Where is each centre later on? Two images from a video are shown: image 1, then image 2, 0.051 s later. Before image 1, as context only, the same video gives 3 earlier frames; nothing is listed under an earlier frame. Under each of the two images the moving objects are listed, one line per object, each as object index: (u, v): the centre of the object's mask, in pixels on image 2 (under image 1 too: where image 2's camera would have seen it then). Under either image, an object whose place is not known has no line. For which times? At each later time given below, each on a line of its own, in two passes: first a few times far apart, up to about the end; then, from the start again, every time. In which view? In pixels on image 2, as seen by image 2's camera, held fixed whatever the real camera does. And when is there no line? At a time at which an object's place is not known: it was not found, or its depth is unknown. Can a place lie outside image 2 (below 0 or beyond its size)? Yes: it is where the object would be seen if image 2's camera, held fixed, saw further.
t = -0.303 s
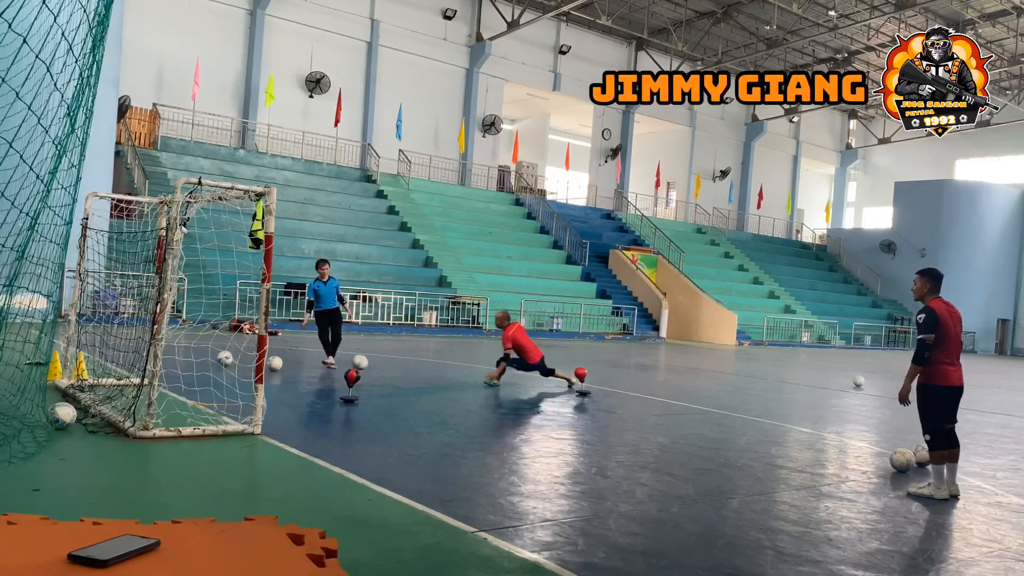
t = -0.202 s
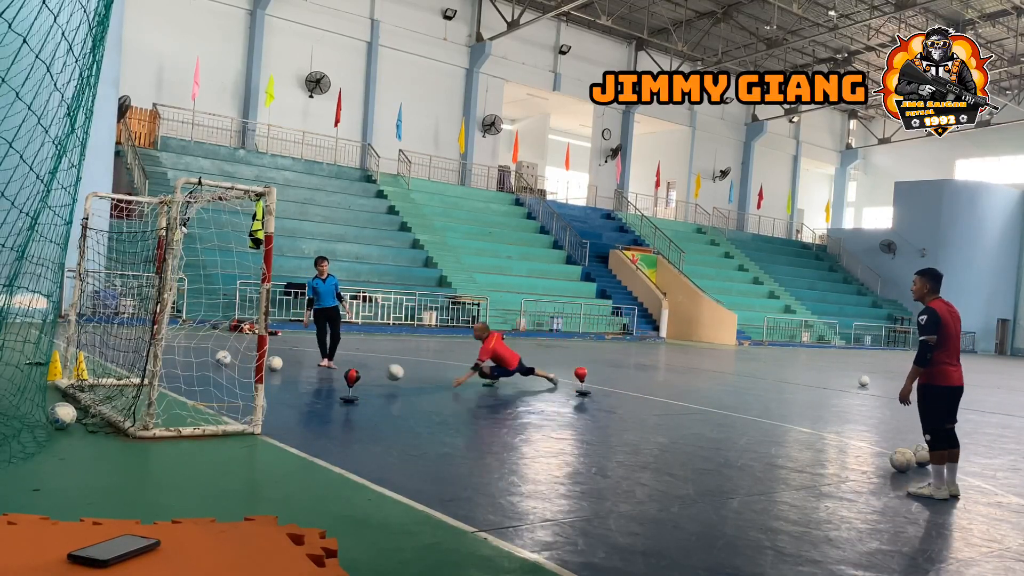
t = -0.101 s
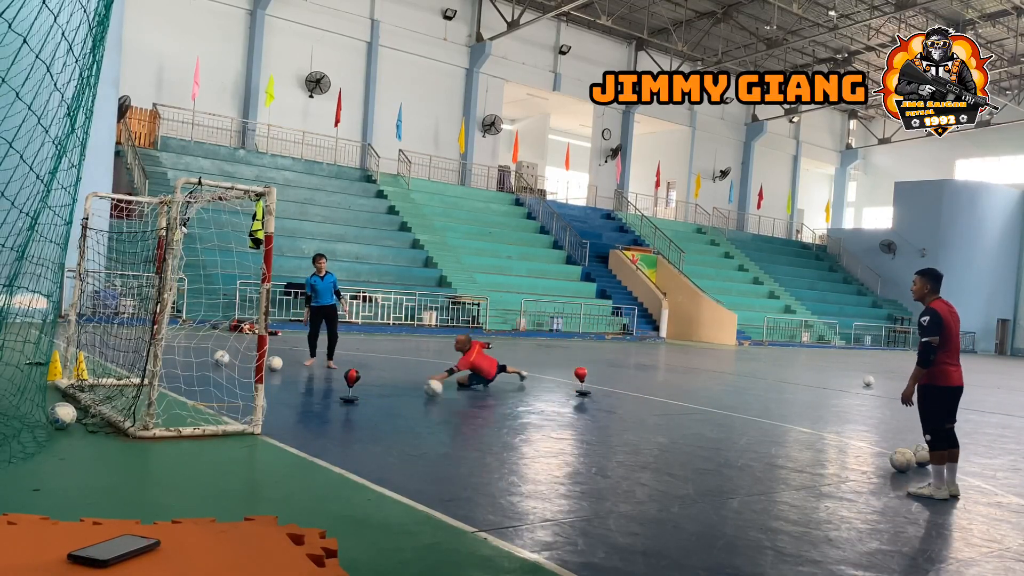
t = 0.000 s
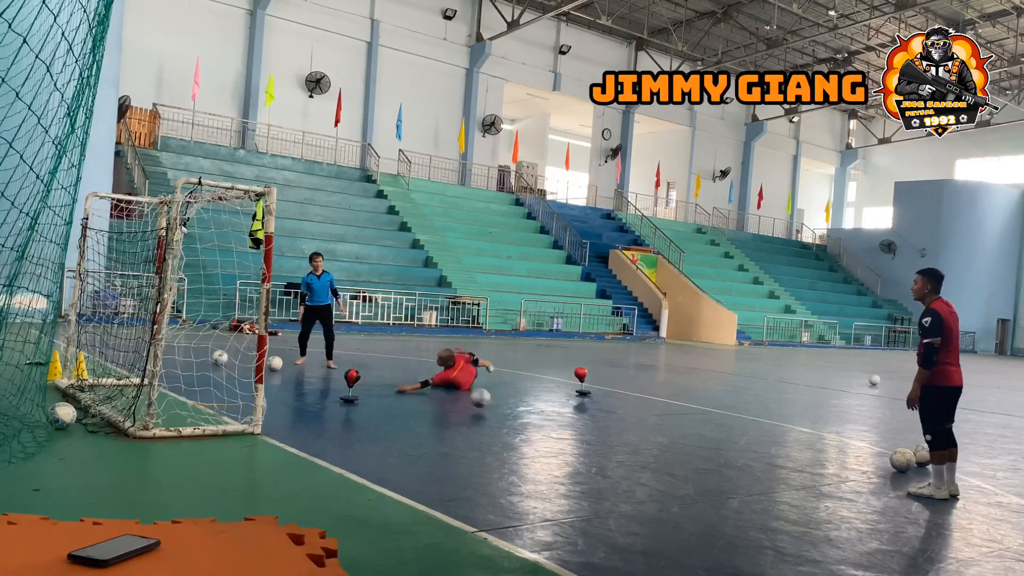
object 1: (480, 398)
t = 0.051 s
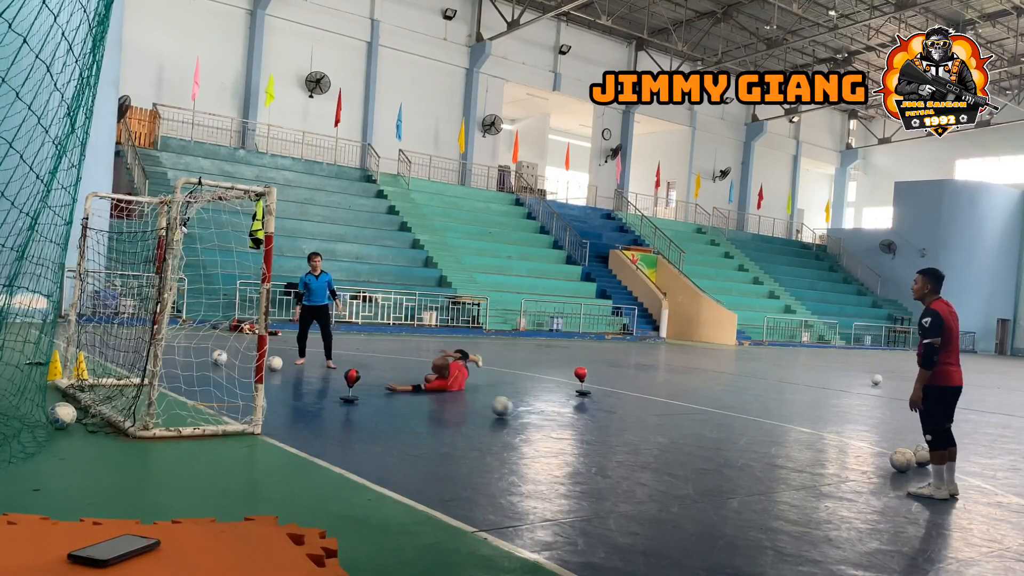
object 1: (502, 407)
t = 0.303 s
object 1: (618, 435)
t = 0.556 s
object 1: (753, 471)
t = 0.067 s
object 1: (509, 409)
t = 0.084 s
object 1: (516, 410)
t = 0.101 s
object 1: (523, 411)
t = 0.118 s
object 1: (530, 411)
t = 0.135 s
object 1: (538, 413)
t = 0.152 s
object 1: (545, 415)
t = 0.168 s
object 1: (553, 417)
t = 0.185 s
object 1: (560, 420)
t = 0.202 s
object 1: (569, 422)
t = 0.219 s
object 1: (577, 425)
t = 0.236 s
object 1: (585, 427)
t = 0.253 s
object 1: (593, 429)
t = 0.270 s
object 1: (602, 431)
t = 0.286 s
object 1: (610, 433)
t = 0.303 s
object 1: (618, 435)
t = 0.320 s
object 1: (627, 437)
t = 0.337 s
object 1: (635, 439)
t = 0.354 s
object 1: (644, 442)
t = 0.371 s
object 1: (653, 444)
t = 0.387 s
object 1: (661, 447)
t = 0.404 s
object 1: (671, 450)
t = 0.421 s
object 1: (680, 452)
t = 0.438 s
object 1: (688, 454)
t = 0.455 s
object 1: (697, 457)
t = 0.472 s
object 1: (707, 459)
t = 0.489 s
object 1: (716, 461)
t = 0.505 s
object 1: (725, 464)
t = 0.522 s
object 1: (735, 466)
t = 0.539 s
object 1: (744, 469)
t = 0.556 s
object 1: (753, 471)
